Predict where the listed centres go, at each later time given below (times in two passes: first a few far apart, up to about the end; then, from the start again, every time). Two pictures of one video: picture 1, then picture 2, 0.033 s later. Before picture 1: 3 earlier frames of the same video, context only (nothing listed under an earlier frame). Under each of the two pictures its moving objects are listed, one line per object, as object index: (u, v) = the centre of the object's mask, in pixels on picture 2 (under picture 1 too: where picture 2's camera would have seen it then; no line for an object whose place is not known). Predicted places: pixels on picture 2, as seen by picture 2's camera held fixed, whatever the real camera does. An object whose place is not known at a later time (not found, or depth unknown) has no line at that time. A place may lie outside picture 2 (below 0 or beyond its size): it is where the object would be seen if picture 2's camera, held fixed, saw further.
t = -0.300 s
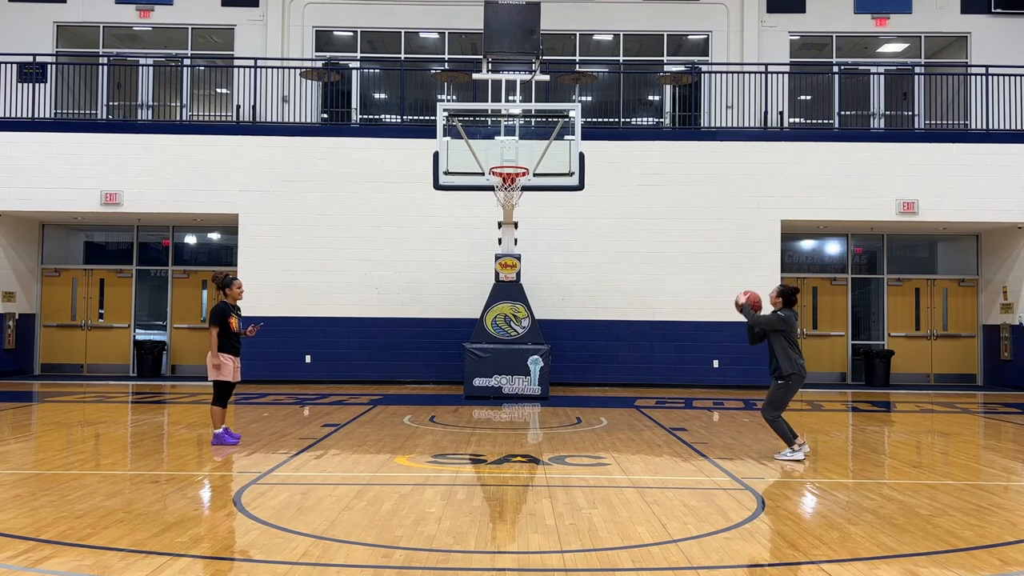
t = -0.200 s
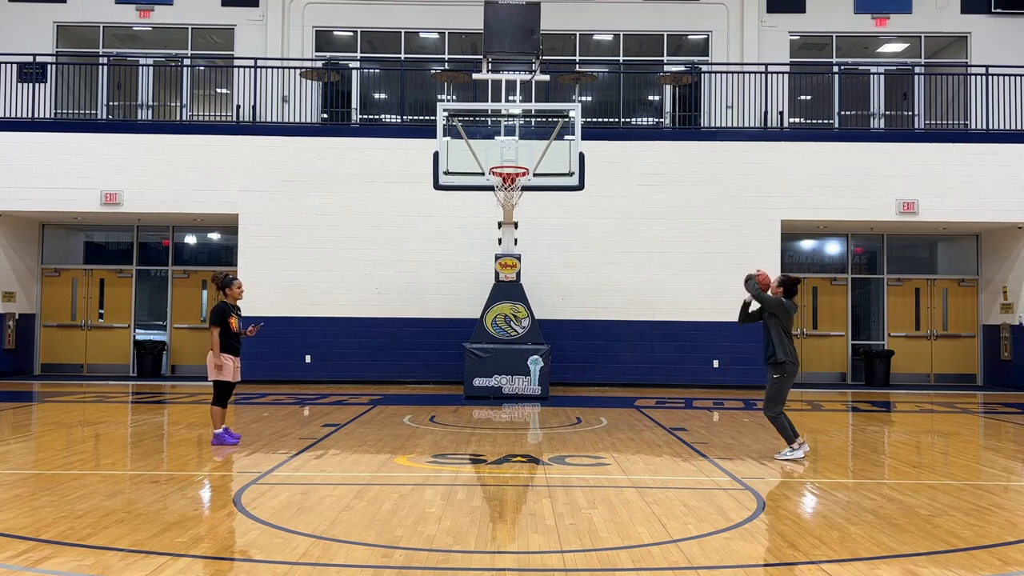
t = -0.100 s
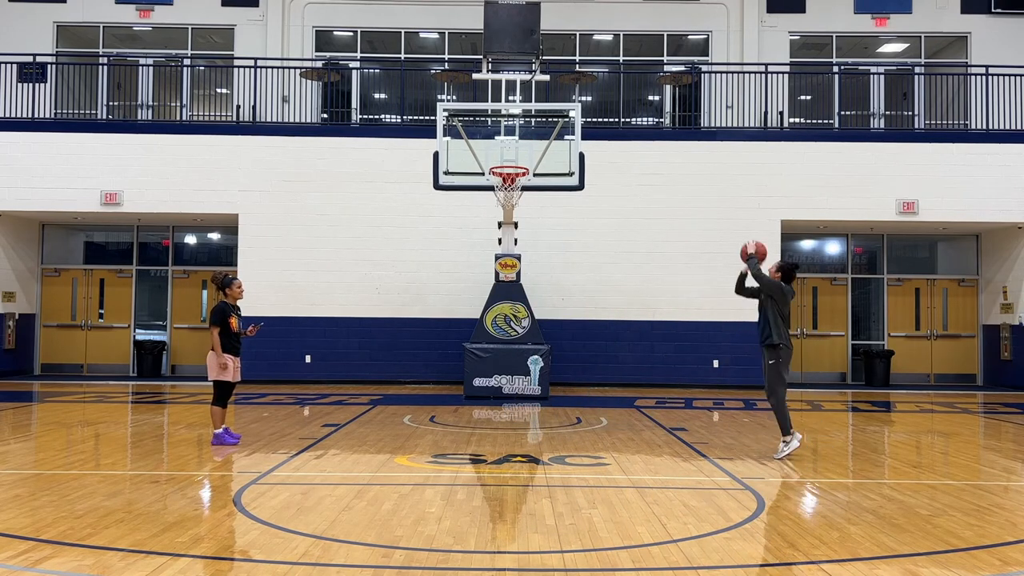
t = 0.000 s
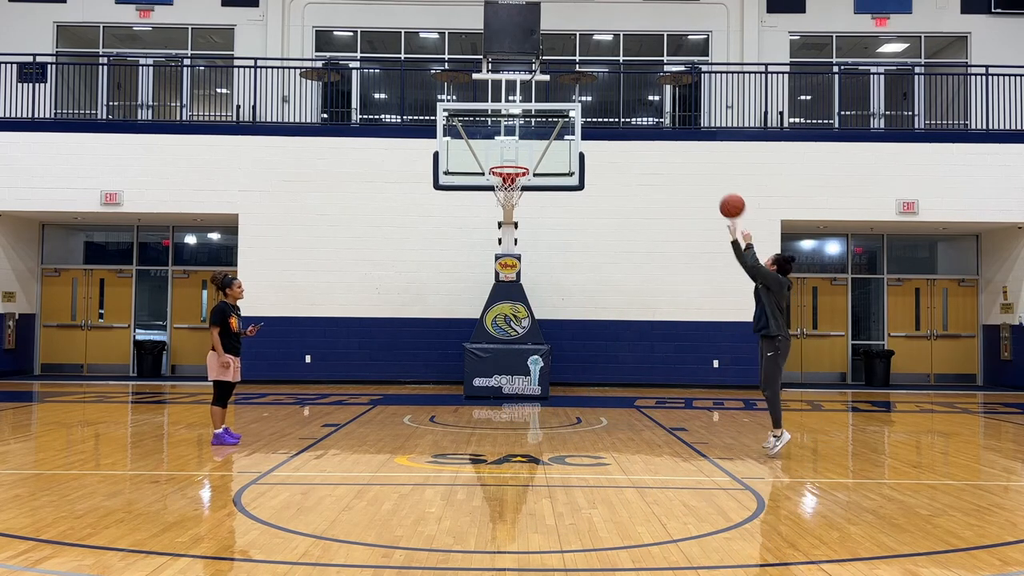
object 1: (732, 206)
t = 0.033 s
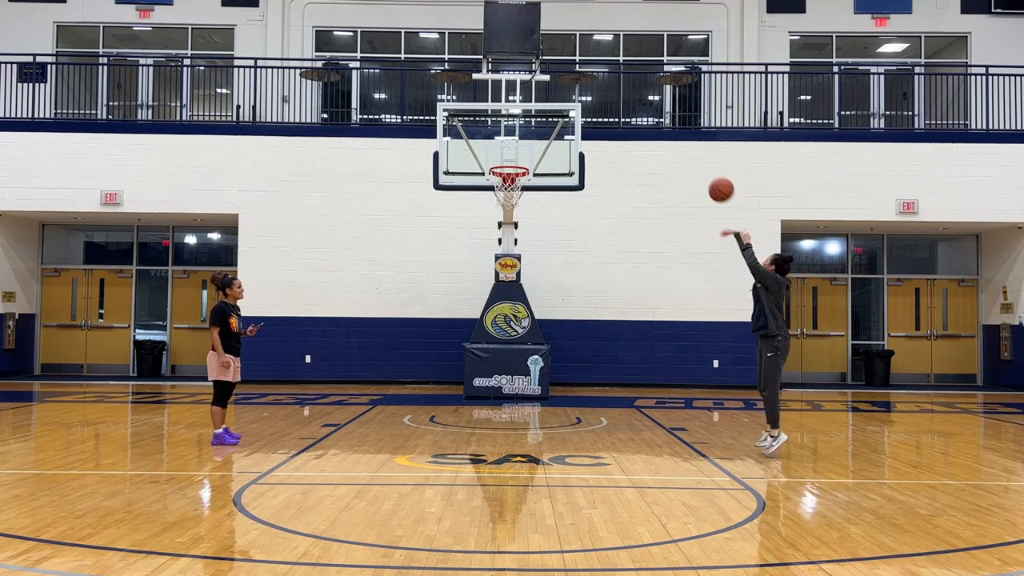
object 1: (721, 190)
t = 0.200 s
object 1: (671, 130)
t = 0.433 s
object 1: (608, 96)
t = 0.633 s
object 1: (561, 107)
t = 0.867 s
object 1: (513, 158)
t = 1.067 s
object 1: (511, 185)
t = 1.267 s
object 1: (516, 184)
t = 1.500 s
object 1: (518, 222)
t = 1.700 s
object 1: (518, 289)
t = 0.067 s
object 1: (710, 175)
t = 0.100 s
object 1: (700, 161)
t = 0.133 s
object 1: (690, 149)
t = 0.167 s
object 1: (680, 139)
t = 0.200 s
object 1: (671, 130)
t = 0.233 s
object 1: (661, 121)
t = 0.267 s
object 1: (651, 114)
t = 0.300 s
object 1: (642, 108)
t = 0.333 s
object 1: (634, 104)
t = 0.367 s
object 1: (625, 100)
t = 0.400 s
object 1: (617, 97)
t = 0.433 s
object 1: (608, 96)
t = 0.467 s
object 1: (600, 96)
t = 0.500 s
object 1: (592, 97)
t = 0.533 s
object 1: (584, 98)
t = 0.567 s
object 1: (576, 100)
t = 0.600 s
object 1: (568, 103)
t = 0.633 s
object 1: (561, 107)
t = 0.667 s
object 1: (554, 112)
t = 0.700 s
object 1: (547, 118)
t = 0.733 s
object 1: (540, 125)
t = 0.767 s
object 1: (533, 132)
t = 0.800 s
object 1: (527, 140)
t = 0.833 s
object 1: (520, 149)
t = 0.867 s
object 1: (513, 158)
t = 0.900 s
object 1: (507, 168)
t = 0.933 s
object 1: (507, 176)
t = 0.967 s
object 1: (507, 180)
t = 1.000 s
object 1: (508, 184)
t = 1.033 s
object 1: (510, 184)
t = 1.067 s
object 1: (511, 185)
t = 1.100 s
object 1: (513, 181)
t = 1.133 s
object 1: (513, 181)
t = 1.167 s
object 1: (514, 182)
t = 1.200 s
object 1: (515, 182)
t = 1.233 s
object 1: (516, 182)
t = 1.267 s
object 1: (516, 184)
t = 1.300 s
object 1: (517, 187)
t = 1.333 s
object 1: (517, 190)
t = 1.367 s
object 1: (517, 195)
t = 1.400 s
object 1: (517, 200)
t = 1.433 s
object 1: (517, 206)
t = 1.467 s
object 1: (517, 214)
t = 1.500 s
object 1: (518, 222)
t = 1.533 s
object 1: (518, 231)
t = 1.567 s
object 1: (518, 241)
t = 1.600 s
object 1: (518, 251)
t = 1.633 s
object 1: (518, 263)
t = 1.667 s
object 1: (518, 276)
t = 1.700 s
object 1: (518, 289)
